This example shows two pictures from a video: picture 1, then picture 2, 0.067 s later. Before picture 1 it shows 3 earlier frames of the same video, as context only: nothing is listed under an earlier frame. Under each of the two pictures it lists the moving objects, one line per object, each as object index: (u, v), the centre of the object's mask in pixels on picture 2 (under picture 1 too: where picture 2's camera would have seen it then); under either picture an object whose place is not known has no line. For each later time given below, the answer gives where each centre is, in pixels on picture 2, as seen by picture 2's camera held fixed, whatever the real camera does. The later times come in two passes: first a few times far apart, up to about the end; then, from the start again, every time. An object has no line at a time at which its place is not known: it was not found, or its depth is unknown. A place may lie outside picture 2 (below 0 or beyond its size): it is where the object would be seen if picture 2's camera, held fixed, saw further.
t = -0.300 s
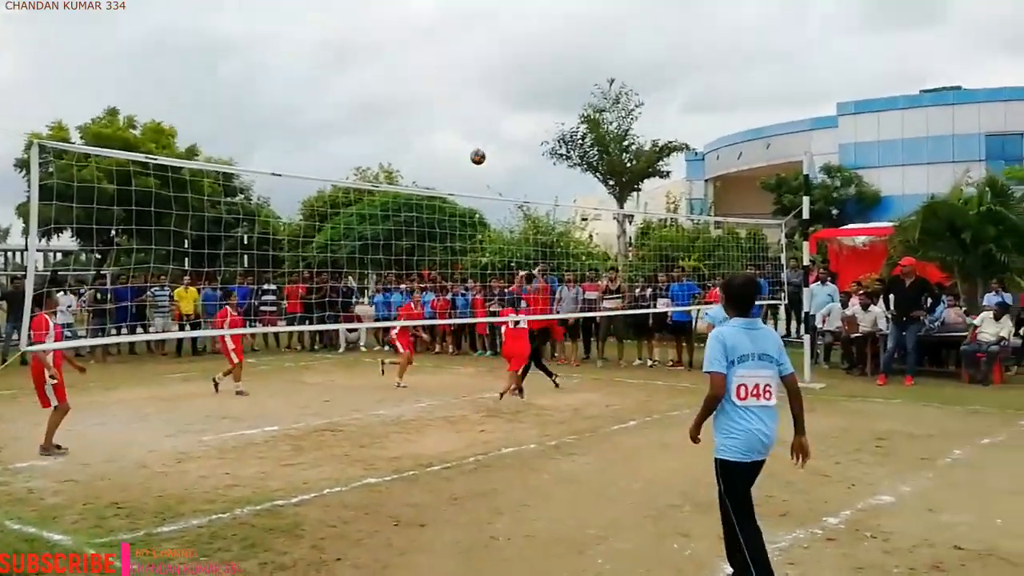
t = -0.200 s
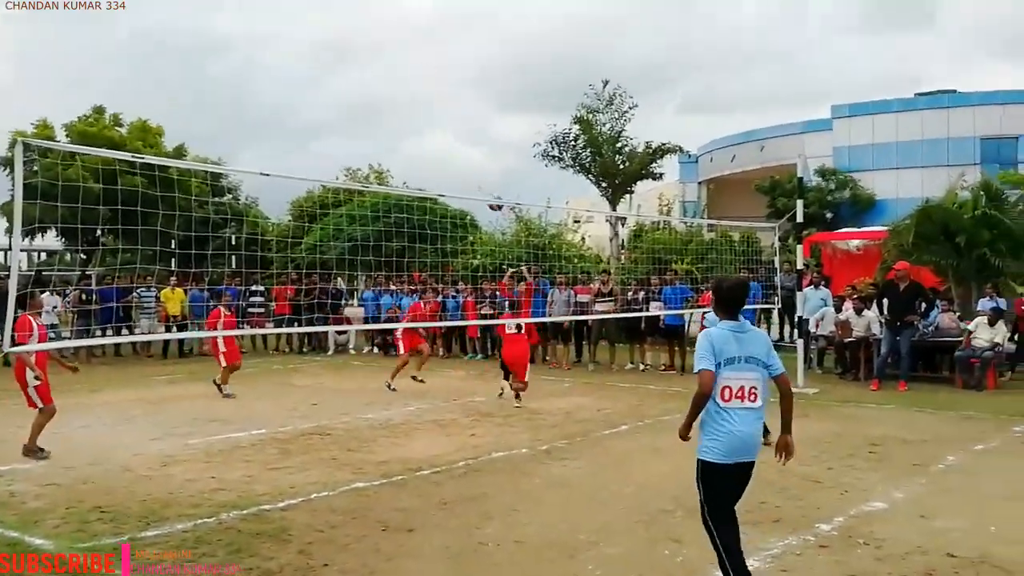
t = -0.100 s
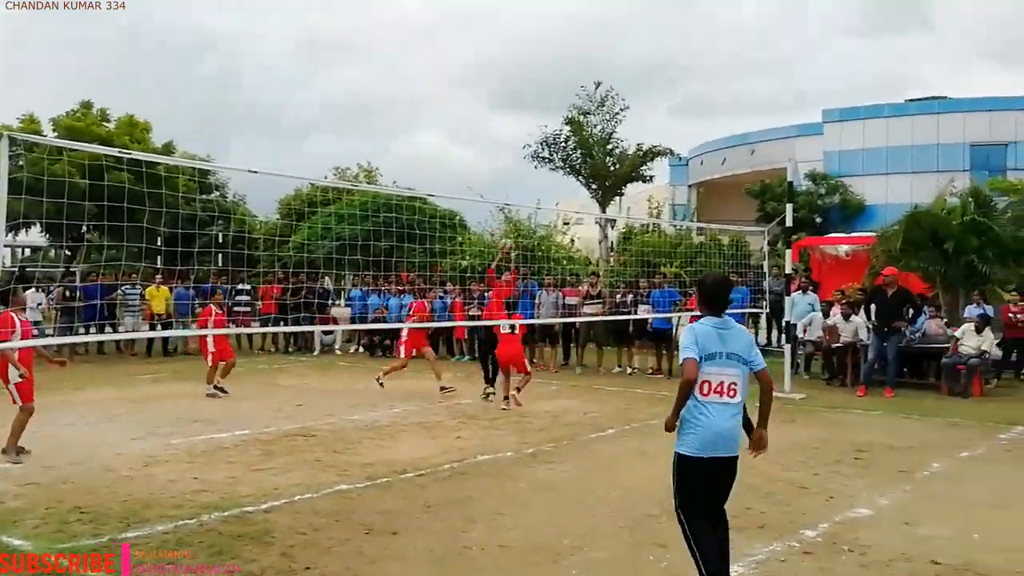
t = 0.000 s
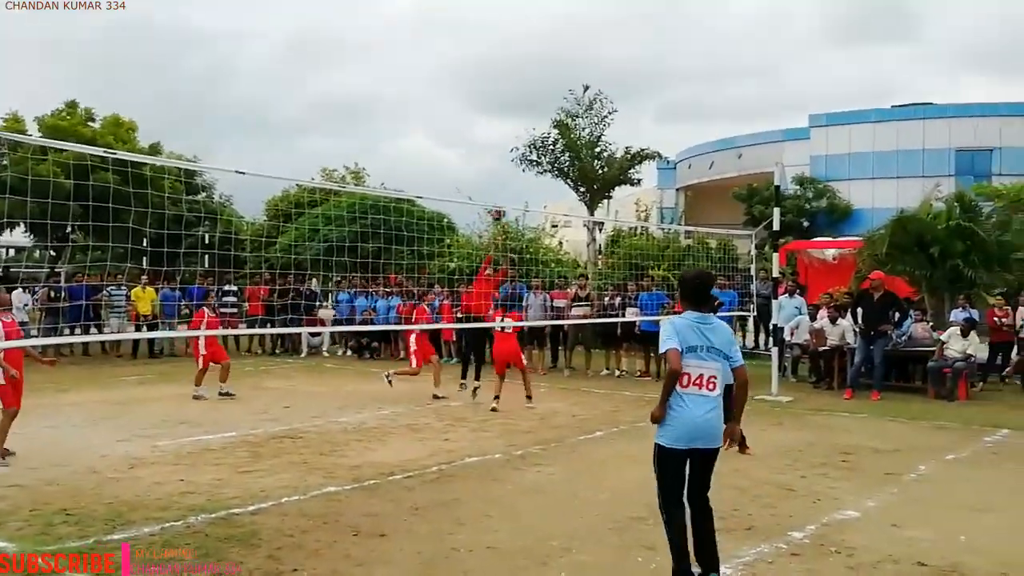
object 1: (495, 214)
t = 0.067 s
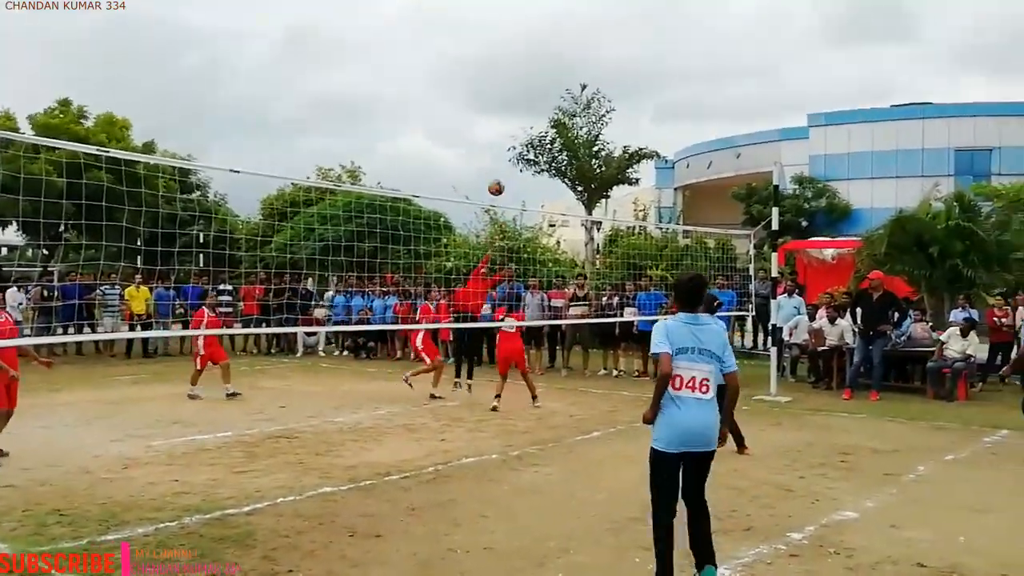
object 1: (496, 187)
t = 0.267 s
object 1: (499, 131)
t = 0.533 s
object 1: (505, 101)
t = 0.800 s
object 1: (509, 126)
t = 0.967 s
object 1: (511, 173)
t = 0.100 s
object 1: (497, 177)
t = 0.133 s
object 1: (497, 167)
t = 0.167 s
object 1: (497, 157)
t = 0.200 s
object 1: (498, 148)
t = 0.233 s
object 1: (498, 139)
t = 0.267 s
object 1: (499, 131)
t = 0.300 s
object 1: (500, 125)
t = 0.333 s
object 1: (500, 118)
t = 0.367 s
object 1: (501, 114)
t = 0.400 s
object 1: (502, 110)
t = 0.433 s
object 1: (502, 106)
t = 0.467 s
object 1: (503, 105)
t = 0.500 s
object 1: (504, 102)
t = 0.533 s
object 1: (505, 101)
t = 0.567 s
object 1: (505, 101)
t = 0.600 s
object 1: (506, 103)
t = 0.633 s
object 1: (506, 103)
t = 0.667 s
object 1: (507, 106)
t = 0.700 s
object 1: (508, 110)
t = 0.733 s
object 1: (508, 114)
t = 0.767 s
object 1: (508, 119)
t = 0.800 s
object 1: (509, 126)
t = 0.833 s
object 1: (509, 134)
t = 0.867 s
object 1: (510, 141)
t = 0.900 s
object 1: (510, 151)
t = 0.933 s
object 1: (510, 162)
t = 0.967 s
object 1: (511, 173)
